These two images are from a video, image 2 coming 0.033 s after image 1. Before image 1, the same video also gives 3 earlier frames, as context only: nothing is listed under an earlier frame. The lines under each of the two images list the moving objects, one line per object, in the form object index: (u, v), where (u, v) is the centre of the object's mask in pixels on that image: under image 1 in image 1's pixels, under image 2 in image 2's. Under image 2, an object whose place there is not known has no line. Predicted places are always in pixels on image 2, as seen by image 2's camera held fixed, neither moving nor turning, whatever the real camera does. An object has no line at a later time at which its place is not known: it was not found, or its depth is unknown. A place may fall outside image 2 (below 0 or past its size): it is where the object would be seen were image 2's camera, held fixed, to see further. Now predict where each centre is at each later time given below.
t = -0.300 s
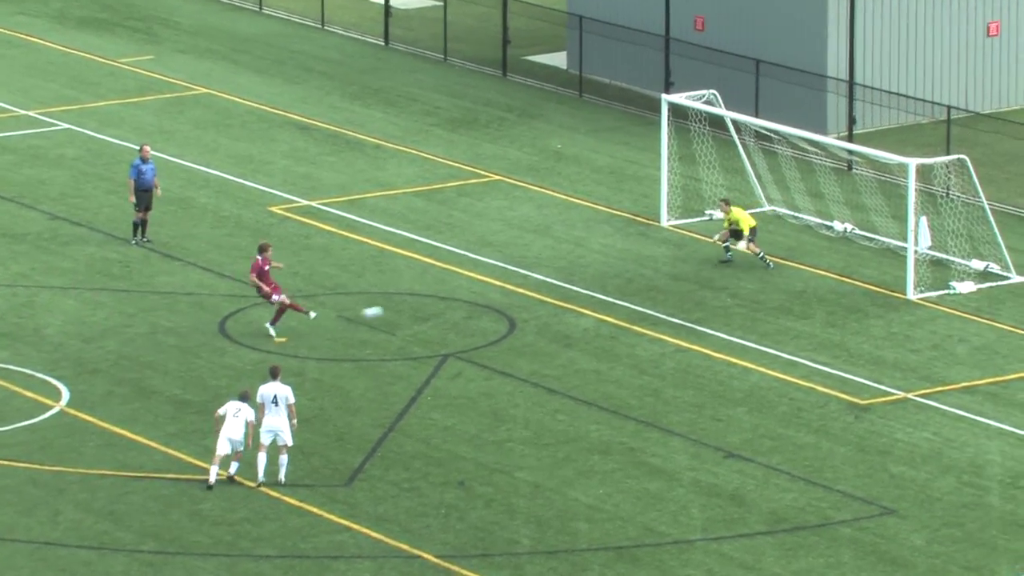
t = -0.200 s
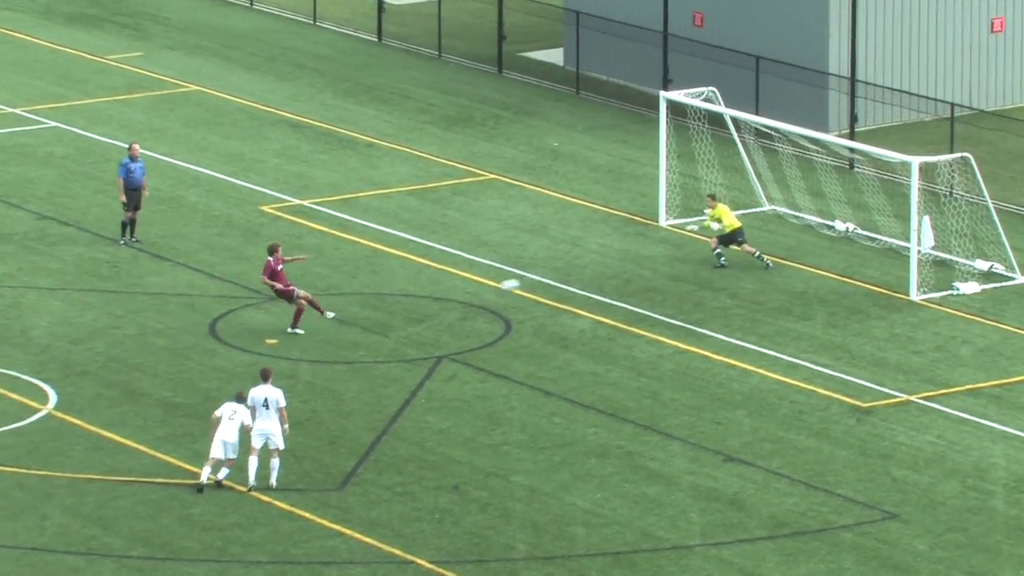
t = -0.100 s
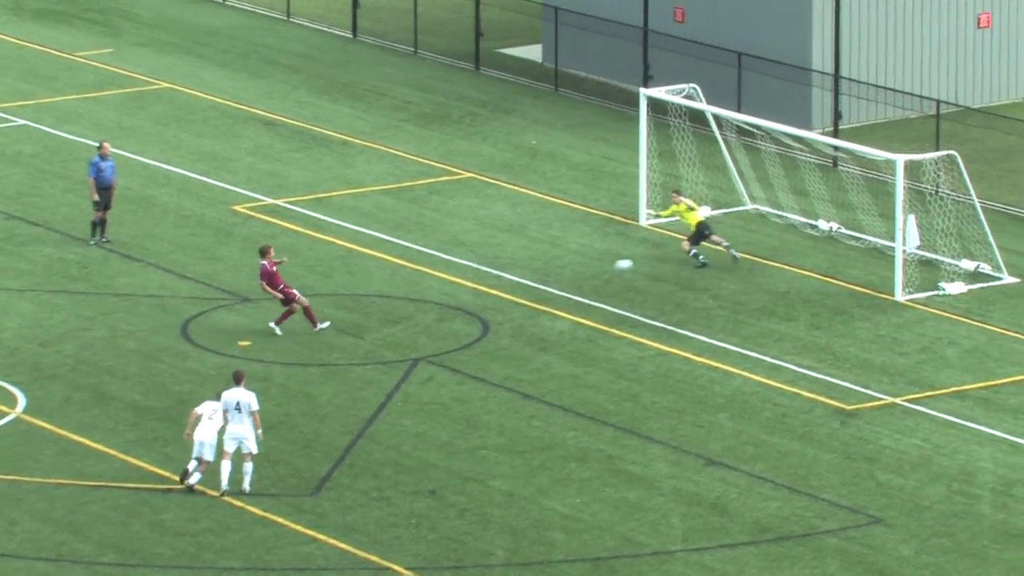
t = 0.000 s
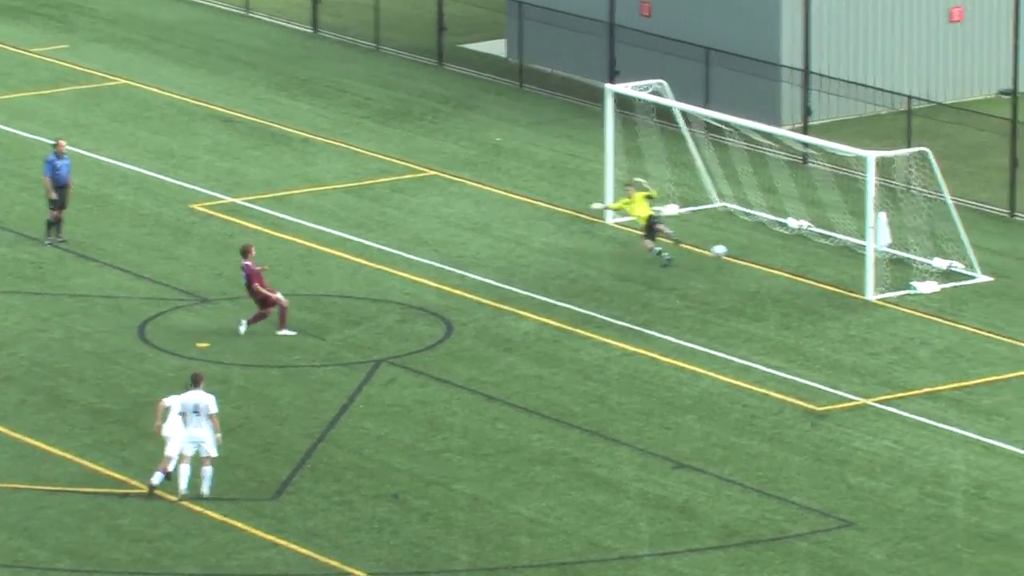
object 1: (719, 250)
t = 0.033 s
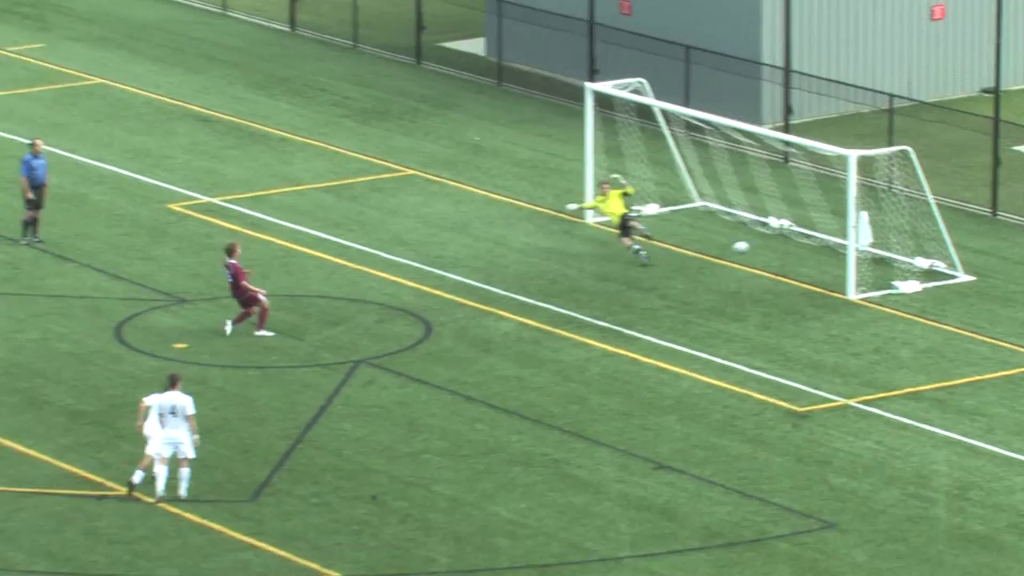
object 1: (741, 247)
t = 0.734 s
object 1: (902, 272)
